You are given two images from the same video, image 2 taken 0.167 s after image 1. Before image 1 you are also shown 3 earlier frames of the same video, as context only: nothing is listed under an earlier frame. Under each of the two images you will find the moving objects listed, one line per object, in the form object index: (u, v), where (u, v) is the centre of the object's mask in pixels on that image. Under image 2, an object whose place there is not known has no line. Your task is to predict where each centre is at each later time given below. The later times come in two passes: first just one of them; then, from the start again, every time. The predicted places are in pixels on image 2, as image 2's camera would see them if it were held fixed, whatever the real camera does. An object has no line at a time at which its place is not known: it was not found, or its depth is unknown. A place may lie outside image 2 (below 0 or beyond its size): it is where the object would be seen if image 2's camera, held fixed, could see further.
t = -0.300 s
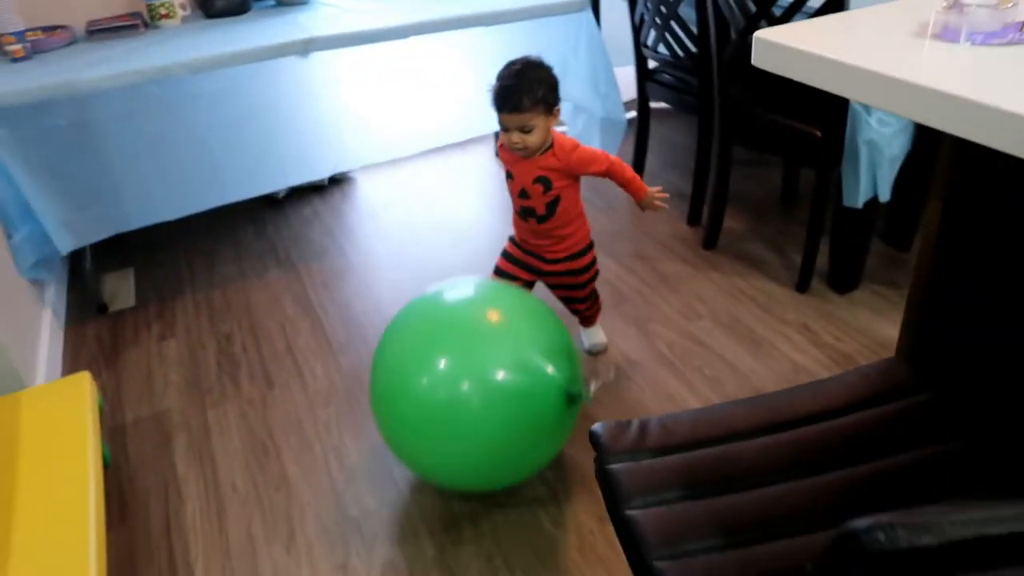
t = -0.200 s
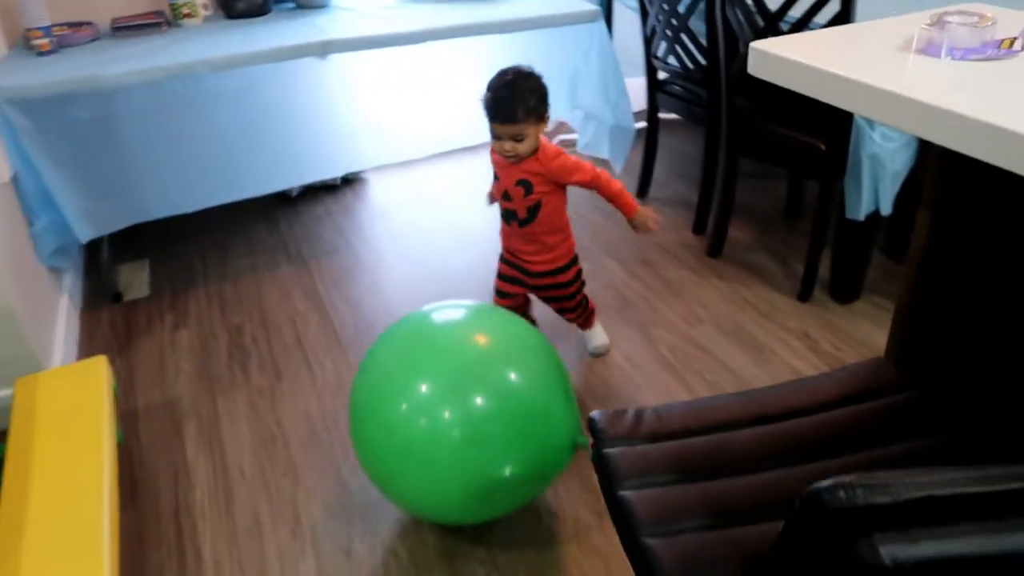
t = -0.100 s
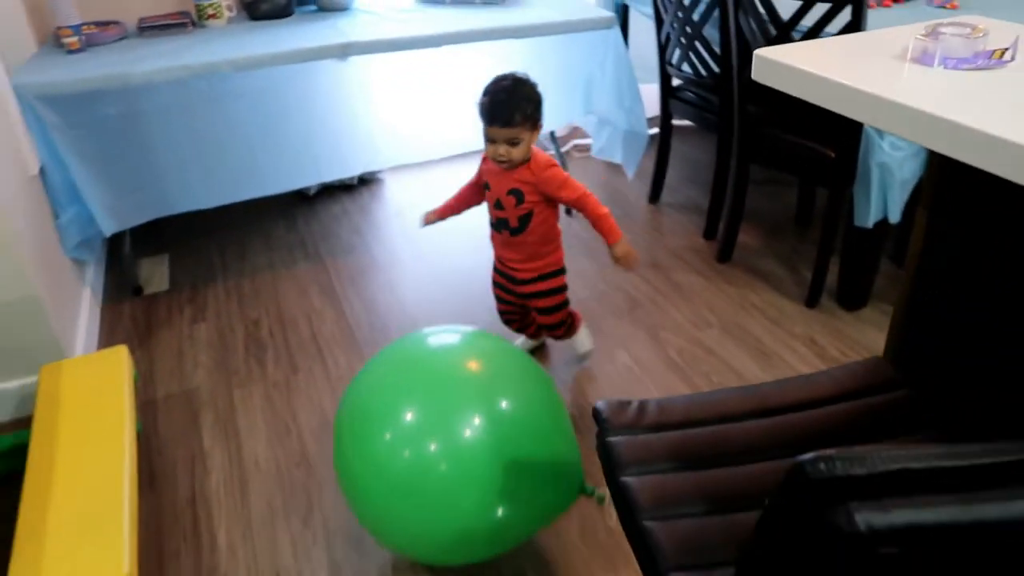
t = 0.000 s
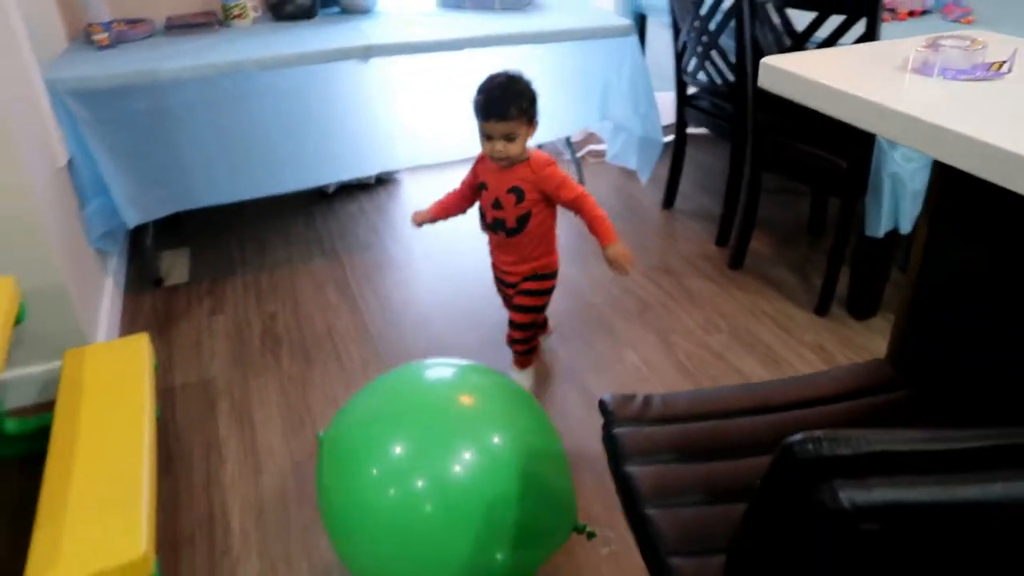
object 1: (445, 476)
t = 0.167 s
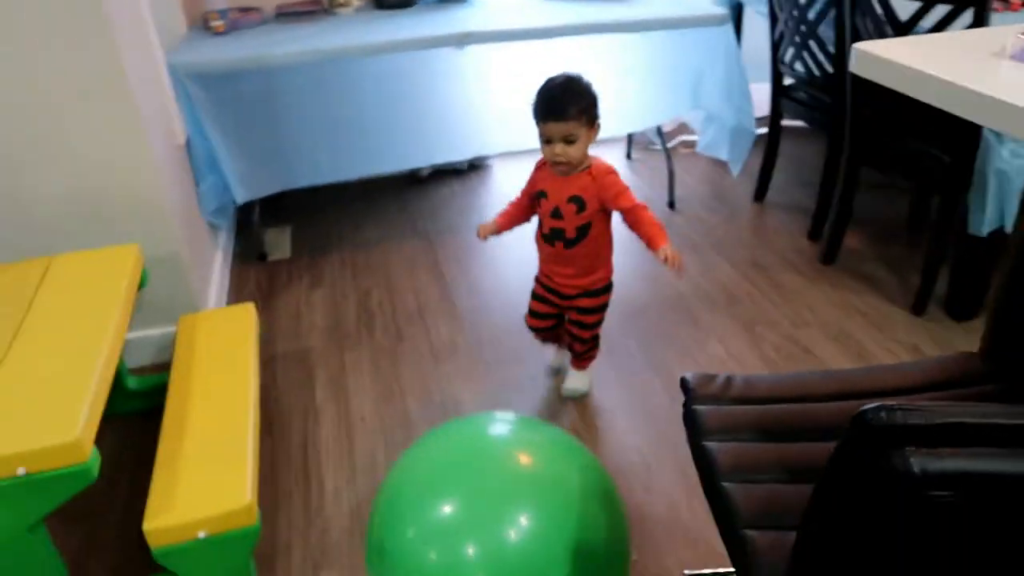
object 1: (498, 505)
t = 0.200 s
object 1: (493, 513)
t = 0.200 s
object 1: (493, 513)
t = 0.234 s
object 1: (488, 522)
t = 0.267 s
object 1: (483, 531)
